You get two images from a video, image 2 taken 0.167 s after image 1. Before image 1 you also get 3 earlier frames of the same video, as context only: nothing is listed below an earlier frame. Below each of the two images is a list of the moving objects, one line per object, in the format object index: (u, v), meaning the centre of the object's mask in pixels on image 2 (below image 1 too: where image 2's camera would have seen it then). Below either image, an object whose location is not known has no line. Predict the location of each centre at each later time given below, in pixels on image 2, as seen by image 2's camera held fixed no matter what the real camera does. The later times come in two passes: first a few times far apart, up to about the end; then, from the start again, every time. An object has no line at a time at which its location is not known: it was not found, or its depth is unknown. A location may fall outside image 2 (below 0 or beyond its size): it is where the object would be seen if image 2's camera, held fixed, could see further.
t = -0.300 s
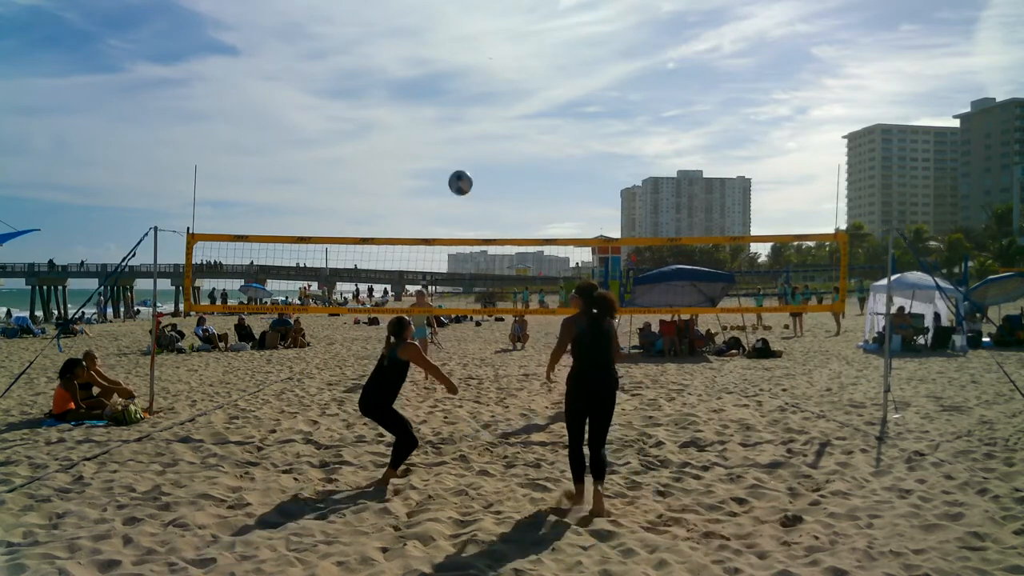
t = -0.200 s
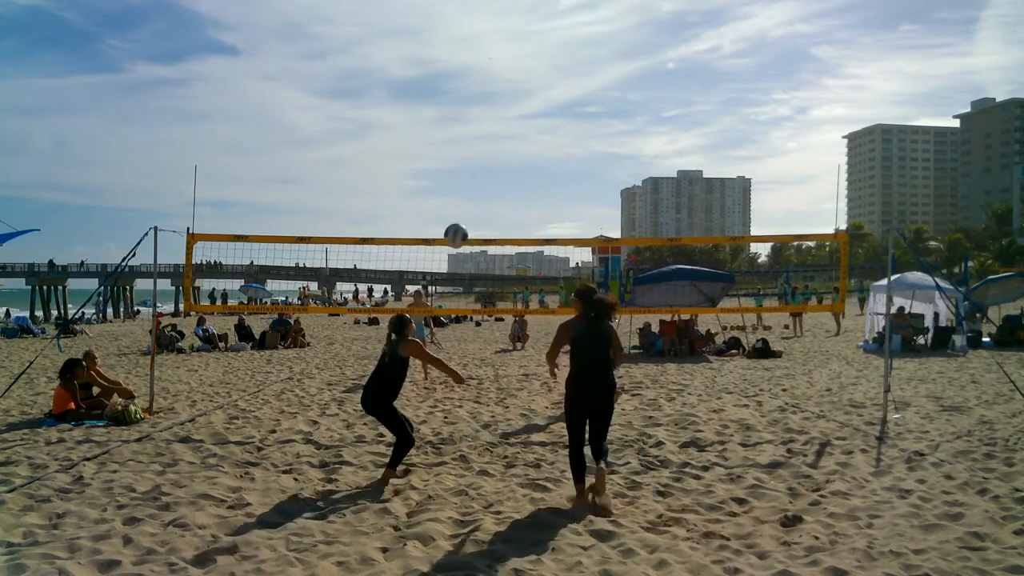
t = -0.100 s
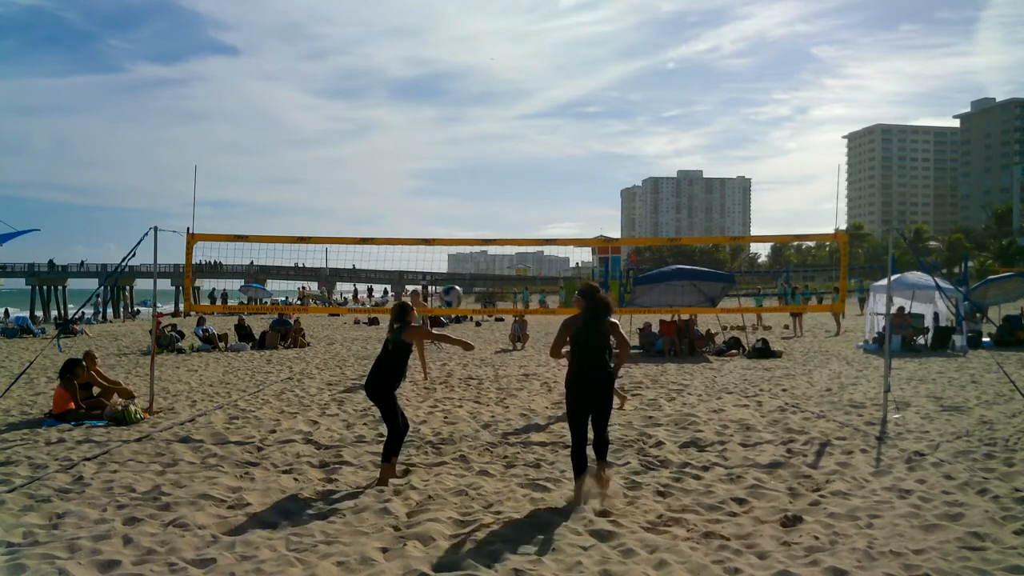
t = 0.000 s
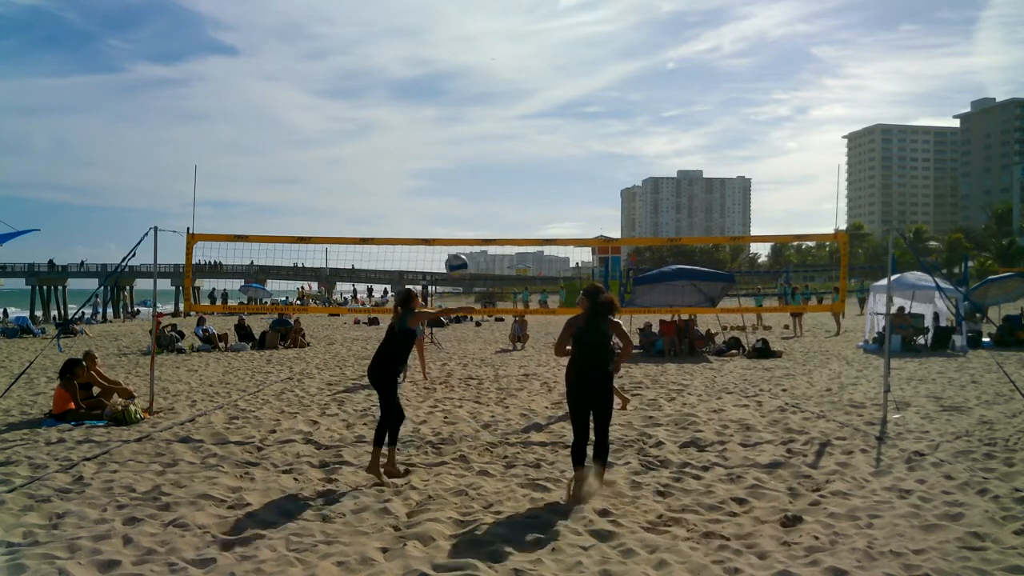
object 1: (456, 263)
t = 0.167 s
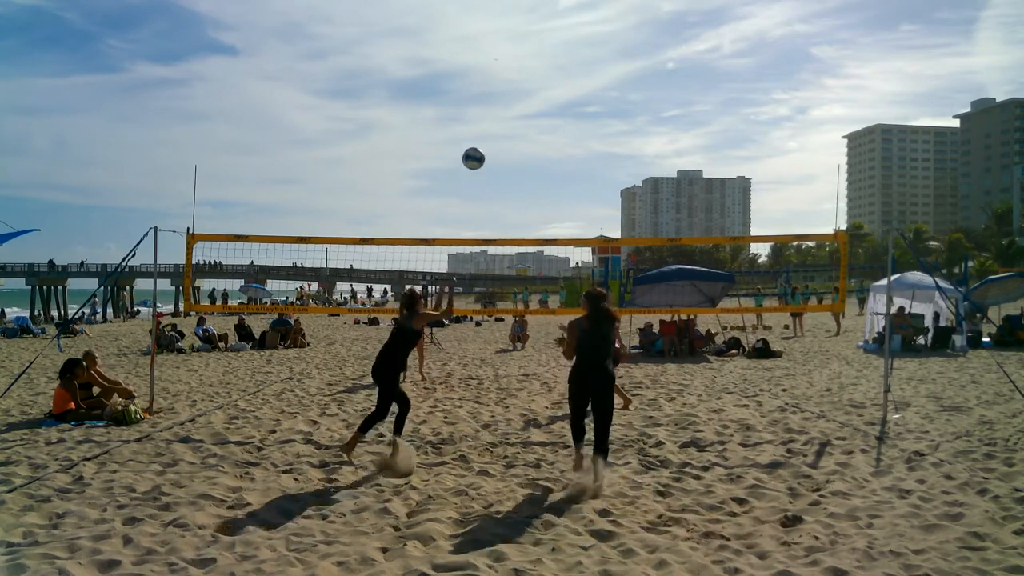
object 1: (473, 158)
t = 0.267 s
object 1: (483, 109)
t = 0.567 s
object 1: (509, 26)
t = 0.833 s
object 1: (530, 29)
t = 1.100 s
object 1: (550, 98)
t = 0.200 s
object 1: (476, 141)
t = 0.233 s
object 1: (480, 125)
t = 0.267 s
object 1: (483, 109)
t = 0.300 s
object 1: (486, 95)
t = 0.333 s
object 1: (489, 82)
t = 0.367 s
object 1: (492, 71)
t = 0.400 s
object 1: (495, 60)
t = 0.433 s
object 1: (498, 51)
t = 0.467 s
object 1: (501, 43)
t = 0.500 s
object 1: (503, 36)
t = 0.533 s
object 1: (506, 30)
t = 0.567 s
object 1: (509, 26)
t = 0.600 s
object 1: (512, 23)
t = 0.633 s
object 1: (514, 20)
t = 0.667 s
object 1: (517, 19)
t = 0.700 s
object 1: (519, 19)
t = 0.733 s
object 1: (522, 20)
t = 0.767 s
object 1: (524, 22)
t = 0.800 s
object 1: (527, 25)
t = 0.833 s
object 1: (530, 29)
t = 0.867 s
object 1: (532, 34)
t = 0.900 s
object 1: (535, 40)
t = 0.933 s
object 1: (537, 47)
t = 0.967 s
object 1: (540, 56)
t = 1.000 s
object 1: (542, 65)
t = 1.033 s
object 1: (545, 75)
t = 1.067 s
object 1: (547, 86)
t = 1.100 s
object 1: (550, 98)
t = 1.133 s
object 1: (552, 111)
